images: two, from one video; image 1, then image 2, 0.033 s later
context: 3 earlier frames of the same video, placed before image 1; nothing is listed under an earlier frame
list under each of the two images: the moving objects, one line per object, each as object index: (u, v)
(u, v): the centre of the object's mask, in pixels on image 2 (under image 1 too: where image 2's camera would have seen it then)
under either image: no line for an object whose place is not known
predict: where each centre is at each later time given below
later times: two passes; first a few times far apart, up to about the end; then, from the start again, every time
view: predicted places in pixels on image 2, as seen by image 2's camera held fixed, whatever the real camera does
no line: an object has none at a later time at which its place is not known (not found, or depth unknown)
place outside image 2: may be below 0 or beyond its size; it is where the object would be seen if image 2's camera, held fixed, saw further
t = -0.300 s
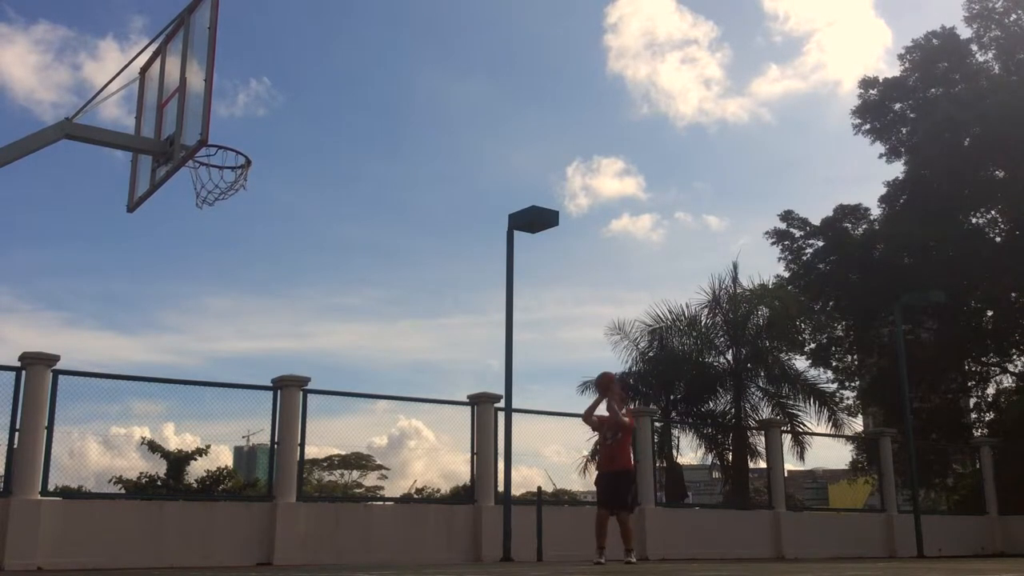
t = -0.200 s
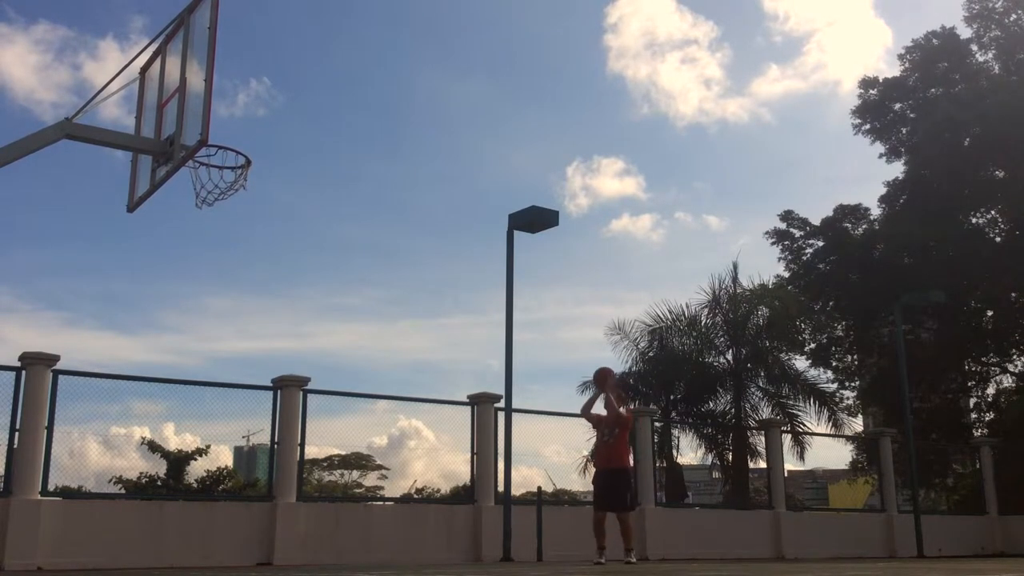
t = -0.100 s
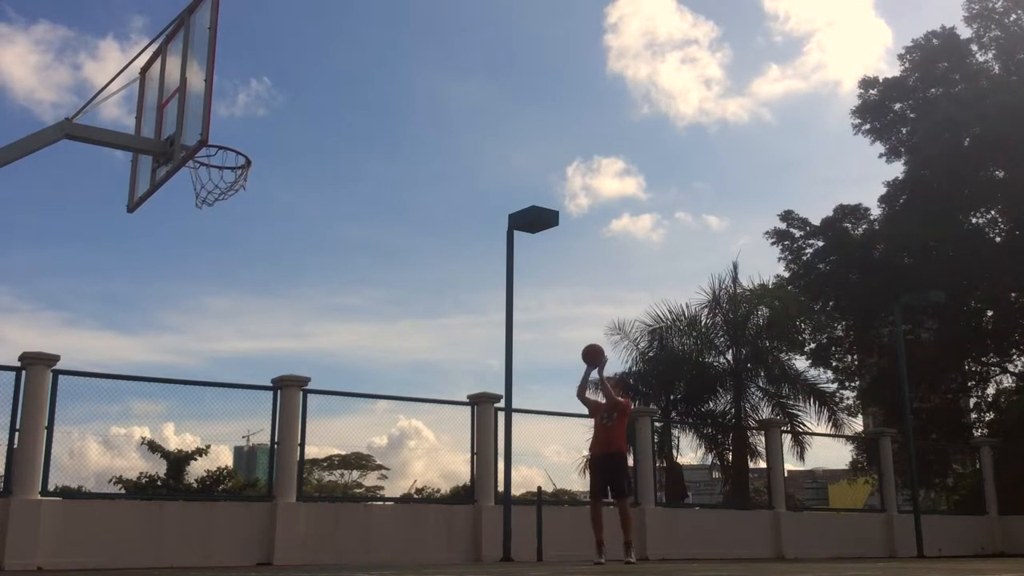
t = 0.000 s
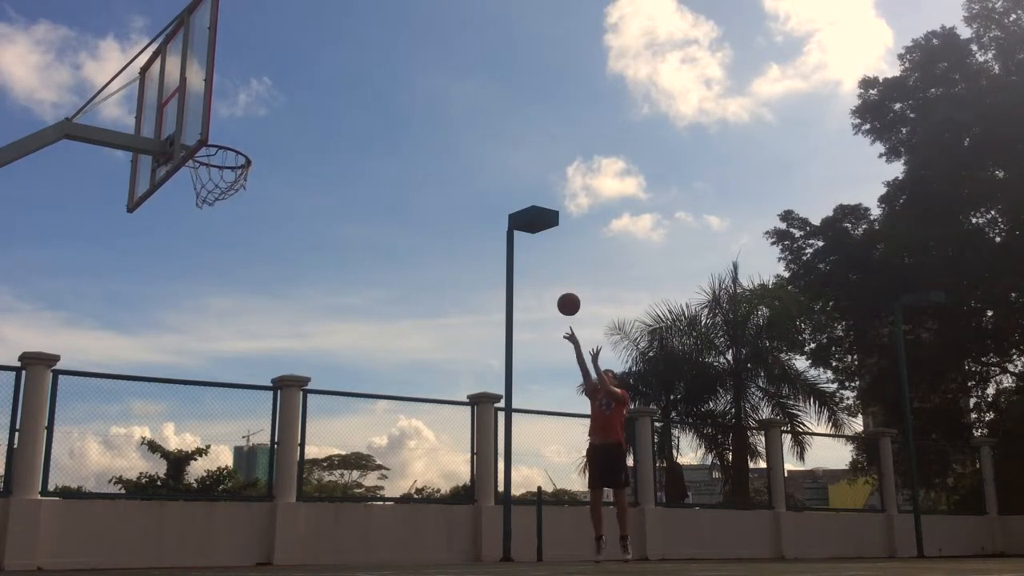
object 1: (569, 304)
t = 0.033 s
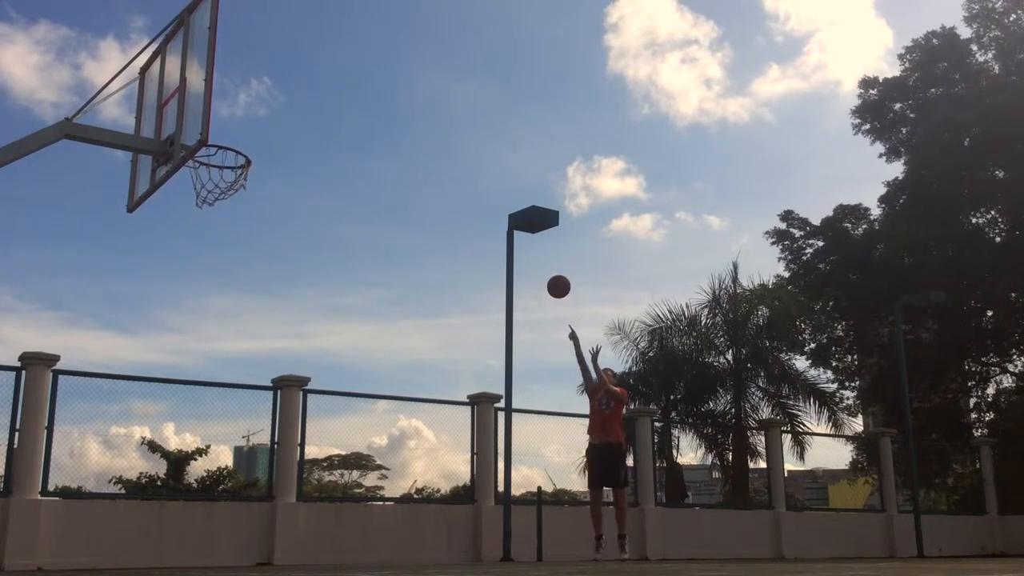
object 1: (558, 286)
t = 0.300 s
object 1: (474, 177)
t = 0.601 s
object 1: (365, 124)
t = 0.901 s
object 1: (234, 165)
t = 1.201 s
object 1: (256, 233)
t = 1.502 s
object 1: (268, 380)
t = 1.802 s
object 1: (273, 537)
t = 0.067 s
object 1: (548, 269)
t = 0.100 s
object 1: (538, 253)
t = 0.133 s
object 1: (528, 239)
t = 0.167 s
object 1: (517, 226)
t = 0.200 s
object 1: (506, 210)
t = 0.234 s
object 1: (496, 198)
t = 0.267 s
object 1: (485, 187)
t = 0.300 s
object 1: (474, 177)
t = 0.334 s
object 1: (463, 167)
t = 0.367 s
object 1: (451, 158)
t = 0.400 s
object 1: (440, 150)
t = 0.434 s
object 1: (428, 144)
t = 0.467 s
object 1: (416, 138)
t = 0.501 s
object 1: (403, 133)
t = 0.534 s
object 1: (391, 129)
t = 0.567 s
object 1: (378, 126)
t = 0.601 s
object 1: (365, 124)
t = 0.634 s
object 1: (352, 123)
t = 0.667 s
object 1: (338, 124)
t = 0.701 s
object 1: (325, 126)
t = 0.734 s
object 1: (310, 129)
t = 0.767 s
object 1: (296, 133)
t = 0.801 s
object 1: (280, 139)
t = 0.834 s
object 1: (265, 146)
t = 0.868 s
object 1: (249, 154)
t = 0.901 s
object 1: (234, 165)
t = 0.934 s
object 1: (236, 168)
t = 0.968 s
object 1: (239, 173)
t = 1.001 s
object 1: (242, 178)
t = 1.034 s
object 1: (245, 185)
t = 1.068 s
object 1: (247, 192)
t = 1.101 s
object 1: (249, 201)
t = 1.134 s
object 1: (251, 211)
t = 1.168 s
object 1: (253, 222)
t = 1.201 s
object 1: (256, 233)
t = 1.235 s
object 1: (258, 246)
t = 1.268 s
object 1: (260, 260)
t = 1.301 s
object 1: (261, 274)
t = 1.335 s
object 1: (263, 289)
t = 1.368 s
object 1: (264, 306)
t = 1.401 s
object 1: (266, 323)
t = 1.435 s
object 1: (267, 341)
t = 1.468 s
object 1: (268, 360)
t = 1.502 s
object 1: (268, 380)
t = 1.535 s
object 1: (269, 401)
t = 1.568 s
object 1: (270, 422)
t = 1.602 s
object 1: (271, 445)
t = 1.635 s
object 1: (271, 469)
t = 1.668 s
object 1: (273, 493)
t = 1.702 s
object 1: (272, 518)
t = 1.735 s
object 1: (272, 544)
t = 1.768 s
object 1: (272, 557)
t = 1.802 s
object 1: (273, 537)
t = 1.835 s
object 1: (273, 519)
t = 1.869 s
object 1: (273, 504)
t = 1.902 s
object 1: (274, 488)
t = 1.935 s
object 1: (273, 473)
